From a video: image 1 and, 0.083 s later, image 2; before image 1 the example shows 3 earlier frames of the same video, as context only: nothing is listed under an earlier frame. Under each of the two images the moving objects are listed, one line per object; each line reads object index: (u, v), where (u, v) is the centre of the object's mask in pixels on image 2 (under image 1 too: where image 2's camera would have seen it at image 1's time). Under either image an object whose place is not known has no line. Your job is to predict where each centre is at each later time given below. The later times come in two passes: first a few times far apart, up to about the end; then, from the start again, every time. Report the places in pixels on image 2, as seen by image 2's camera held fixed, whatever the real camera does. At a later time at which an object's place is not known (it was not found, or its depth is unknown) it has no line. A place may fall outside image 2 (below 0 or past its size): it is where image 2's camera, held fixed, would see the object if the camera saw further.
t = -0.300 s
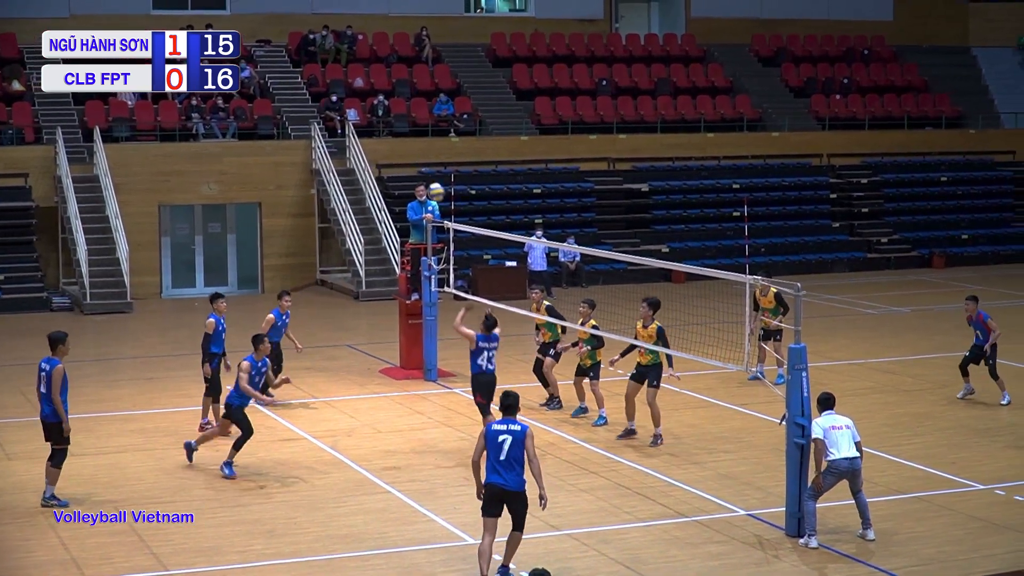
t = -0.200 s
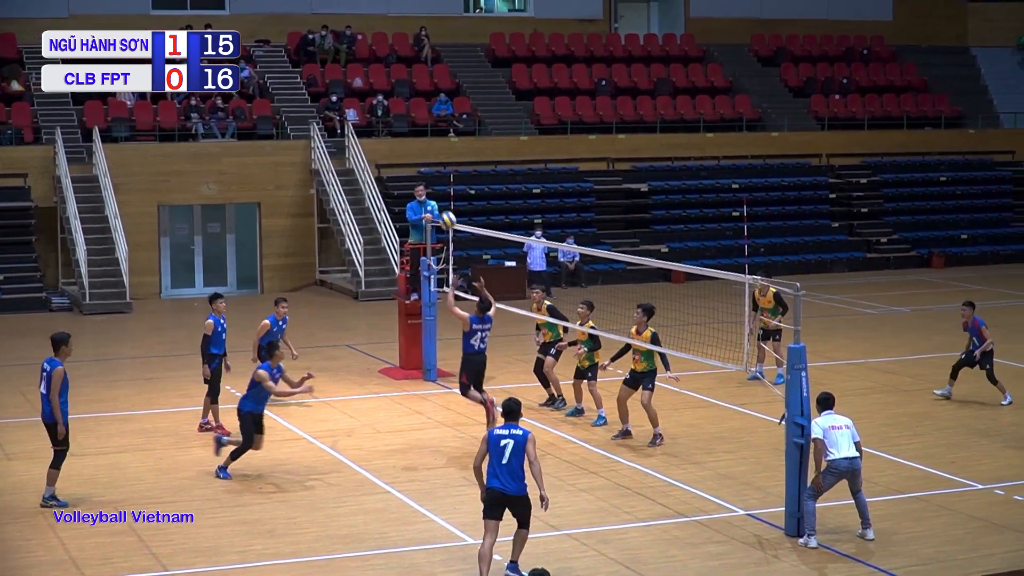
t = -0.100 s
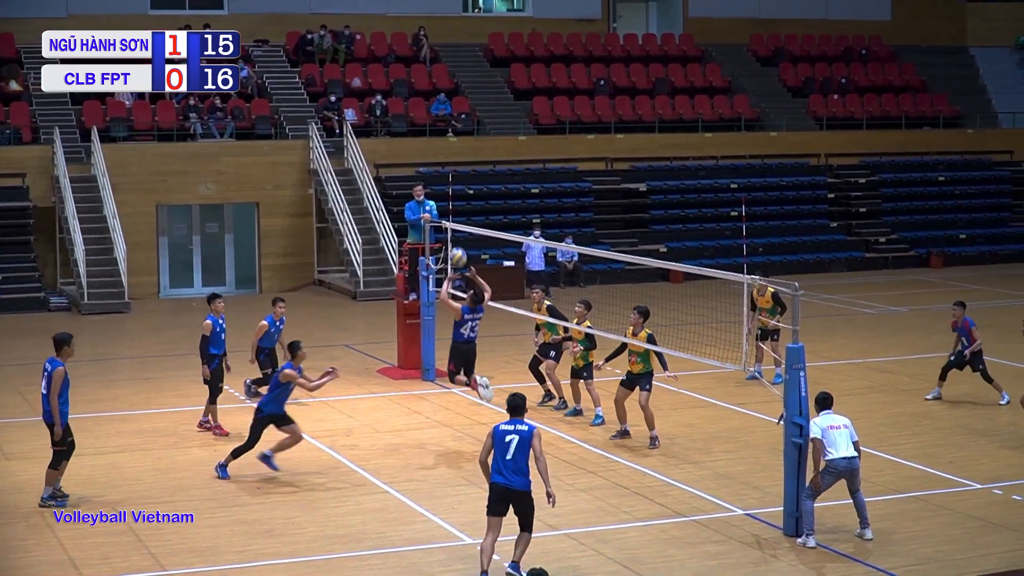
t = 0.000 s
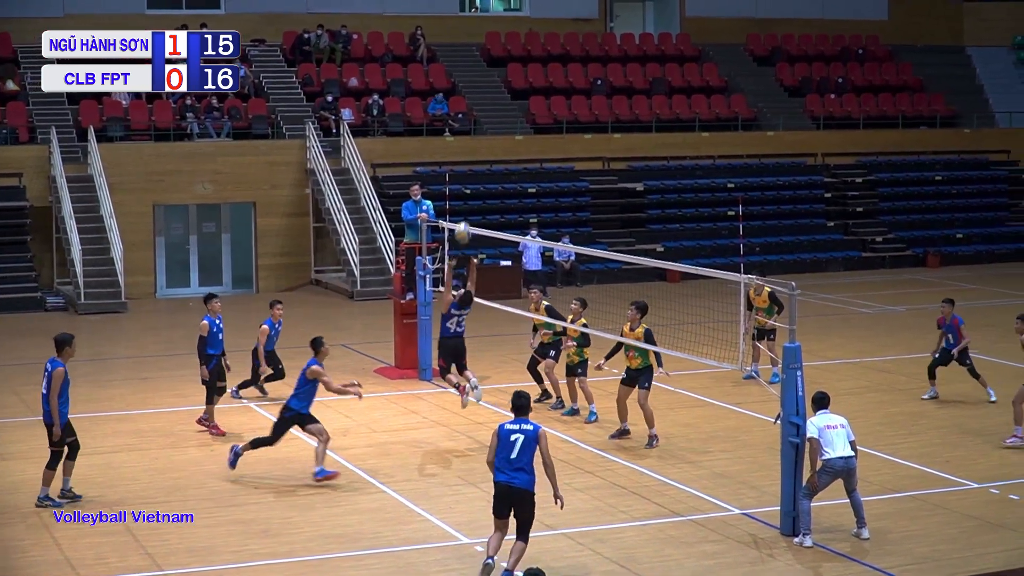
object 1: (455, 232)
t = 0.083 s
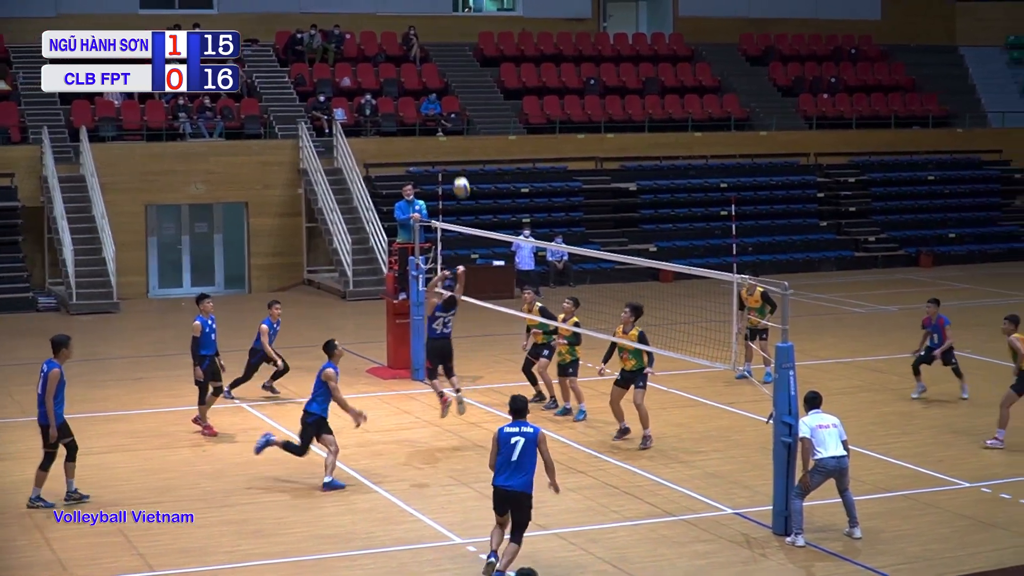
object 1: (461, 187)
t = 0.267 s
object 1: (476, 108)
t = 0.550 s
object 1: (500, 40)
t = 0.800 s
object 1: (521, 33)
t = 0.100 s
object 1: (462, 179)
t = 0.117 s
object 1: (464, 171)
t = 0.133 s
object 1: (465, 163)
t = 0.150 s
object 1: (467, 155)
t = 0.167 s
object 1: (468, 145)
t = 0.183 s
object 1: (469, 138)
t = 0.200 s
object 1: (470, 132)
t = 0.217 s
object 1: (472, 126)
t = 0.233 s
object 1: (473, 120)
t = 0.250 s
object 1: (474, 114)
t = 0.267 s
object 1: (476, 108)
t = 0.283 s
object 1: (477, 102)
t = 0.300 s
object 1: (479, 96)
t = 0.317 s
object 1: (480, 91)
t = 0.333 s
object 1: (482, 86)
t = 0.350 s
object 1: (483, 81)
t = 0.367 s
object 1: (485, 77)
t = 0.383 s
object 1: (486, 72)
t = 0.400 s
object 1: (488, 68)
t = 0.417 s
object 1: (489, 63)
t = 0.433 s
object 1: (491, 60)
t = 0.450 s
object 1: (492, 56)
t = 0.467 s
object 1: (493, 53)
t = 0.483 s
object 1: (495, 50)
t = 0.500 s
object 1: (496, 47)
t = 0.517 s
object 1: (498, 44)
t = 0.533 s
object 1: (499, 42)
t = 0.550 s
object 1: (500, 40)
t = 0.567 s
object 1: (502, 38)
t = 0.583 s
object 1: (503, 36)
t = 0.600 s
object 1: (505, 34)
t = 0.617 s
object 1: (506, 33)
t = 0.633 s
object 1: (507, 32)
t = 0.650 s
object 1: (509, 31)
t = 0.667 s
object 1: (510, 30)
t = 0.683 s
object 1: (511, 30)
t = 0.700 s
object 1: (513, 29)
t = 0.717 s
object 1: (514, 30)
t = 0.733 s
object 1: (516, 30)
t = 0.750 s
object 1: (517, 30)
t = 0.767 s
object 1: (518, 31)
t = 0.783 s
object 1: (520, 32)
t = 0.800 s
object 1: (521, 33)
